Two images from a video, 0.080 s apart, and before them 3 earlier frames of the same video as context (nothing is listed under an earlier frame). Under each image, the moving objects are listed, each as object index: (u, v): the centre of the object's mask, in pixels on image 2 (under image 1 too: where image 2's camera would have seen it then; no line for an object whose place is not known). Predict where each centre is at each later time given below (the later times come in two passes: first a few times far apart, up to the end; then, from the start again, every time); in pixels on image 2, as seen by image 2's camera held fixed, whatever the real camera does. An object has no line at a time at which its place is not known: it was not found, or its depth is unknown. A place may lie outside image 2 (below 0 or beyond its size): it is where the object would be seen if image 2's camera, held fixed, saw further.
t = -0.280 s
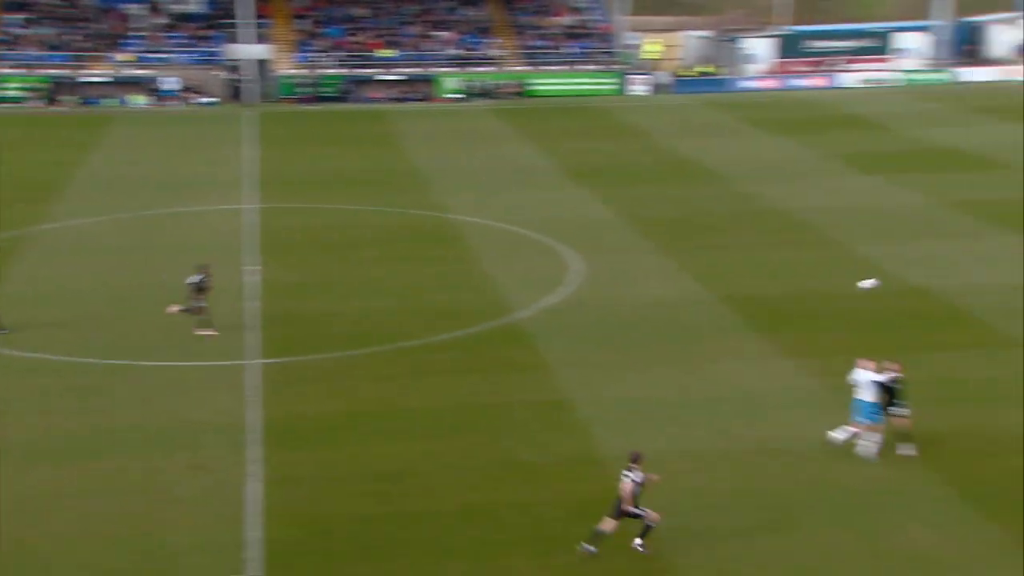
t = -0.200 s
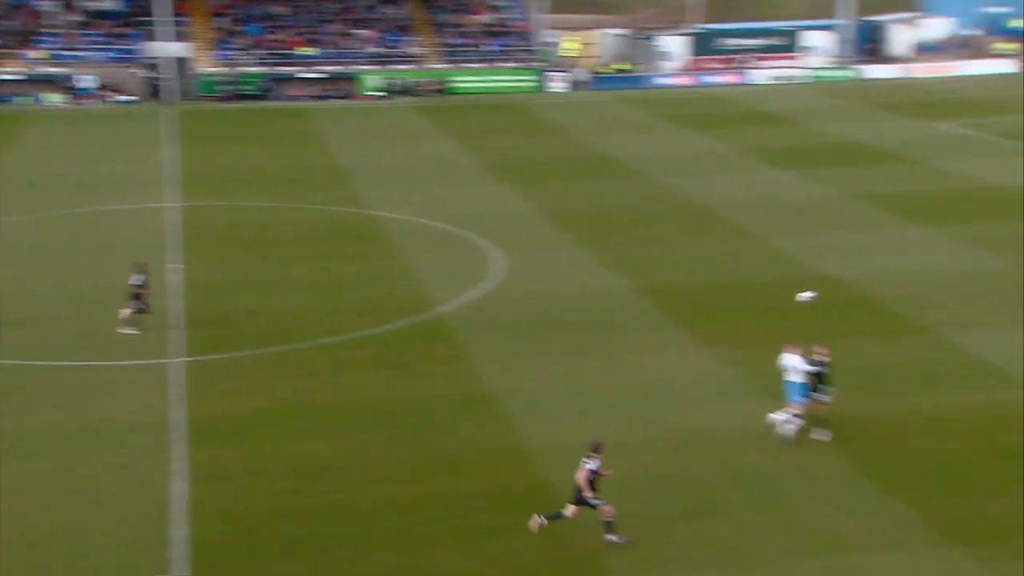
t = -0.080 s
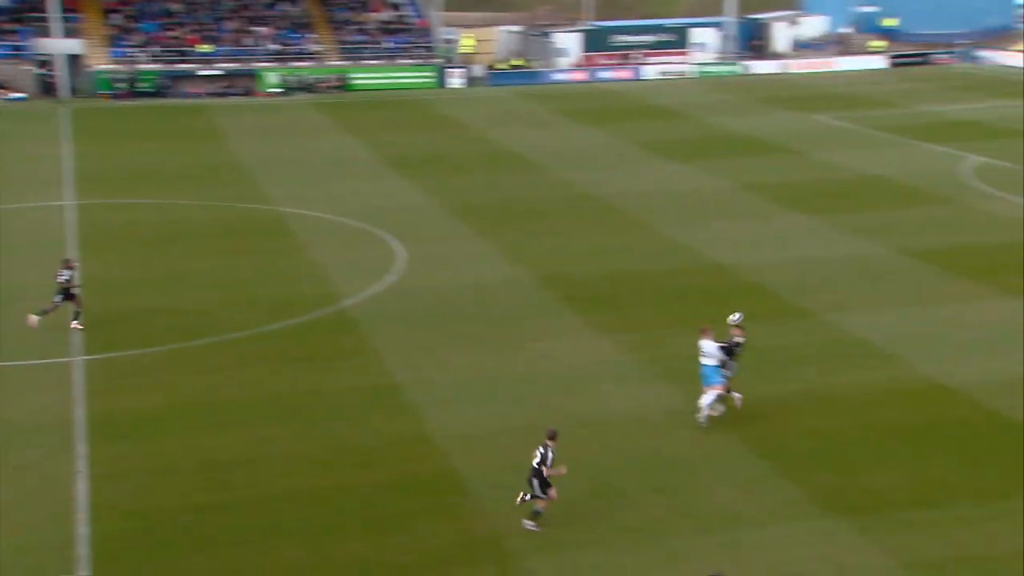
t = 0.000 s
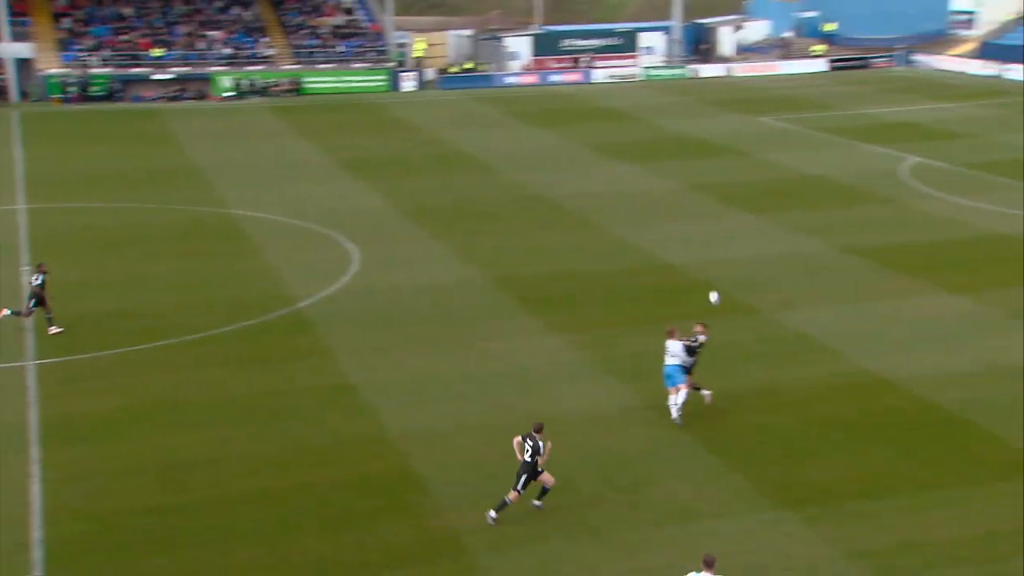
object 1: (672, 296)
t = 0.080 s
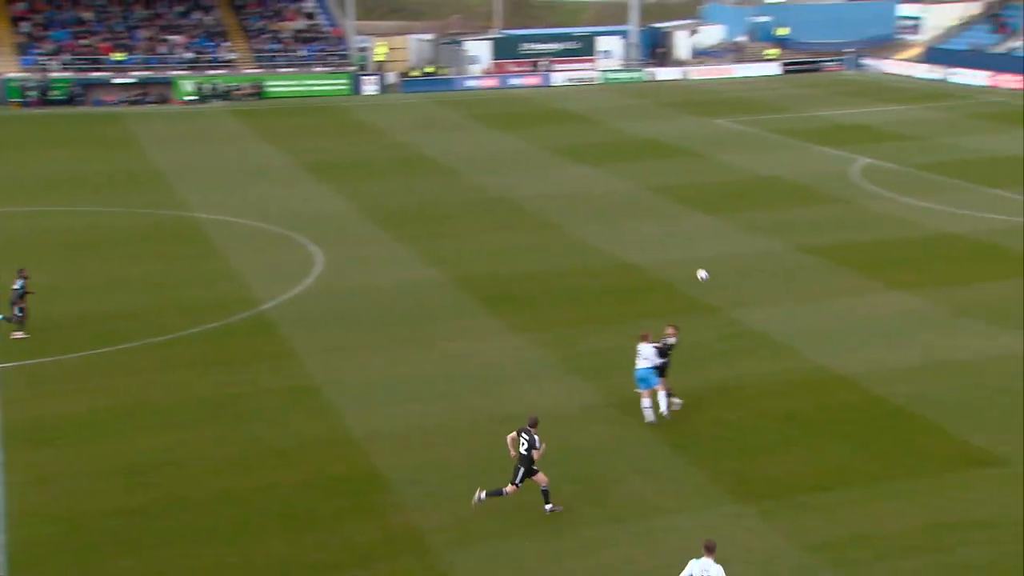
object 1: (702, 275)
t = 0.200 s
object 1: (746, 249)
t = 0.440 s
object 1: (834, 219)
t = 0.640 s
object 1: (905, 215)
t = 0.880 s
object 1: (986, 234)
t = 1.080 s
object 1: (1052, 268)
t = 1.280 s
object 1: (1114, 317)
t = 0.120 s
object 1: (716, 265)
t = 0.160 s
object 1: (732, 257)
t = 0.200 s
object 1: (746, 249)
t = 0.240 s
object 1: (761, 242)
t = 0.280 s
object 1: (776, 236)
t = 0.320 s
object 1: (791, 231)
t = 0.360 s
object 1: (806, 226)
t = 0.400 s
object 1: (820, 221)
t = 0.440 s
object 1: (834, 219)
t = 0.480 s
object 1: (849, 216)
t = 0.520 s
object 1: (863, 215)
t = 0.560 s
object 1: (878, 215)
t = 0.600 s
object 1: (892, 215)
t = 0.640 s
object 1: (905, 215)
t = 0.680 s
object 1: (919, 216)
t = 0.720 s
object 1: (932, 218)
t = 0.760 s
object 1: (946, 221)
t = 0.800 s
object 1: (959, 225)
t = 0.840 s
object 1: (973, 229)
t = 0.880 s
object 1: (986, 234)
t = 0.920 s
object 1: (1000, 239)
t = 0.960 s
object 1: (1013, 246)
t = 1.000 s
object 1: (1026, 253)
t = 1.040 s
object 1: (1039, 260)
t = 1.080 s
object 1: (1052, 268)
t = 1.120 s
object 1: (1065, 277)
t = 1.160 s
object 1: (1077, 286)
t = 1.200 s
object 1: (1090, 296)
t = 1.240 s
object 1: (1102, 306)
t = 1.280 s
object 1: (1114, 317)
